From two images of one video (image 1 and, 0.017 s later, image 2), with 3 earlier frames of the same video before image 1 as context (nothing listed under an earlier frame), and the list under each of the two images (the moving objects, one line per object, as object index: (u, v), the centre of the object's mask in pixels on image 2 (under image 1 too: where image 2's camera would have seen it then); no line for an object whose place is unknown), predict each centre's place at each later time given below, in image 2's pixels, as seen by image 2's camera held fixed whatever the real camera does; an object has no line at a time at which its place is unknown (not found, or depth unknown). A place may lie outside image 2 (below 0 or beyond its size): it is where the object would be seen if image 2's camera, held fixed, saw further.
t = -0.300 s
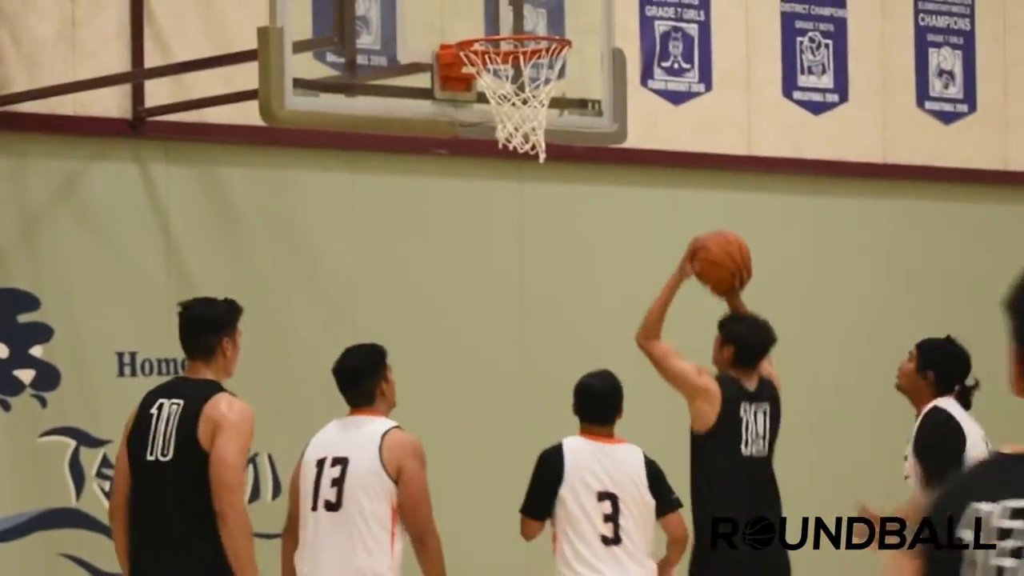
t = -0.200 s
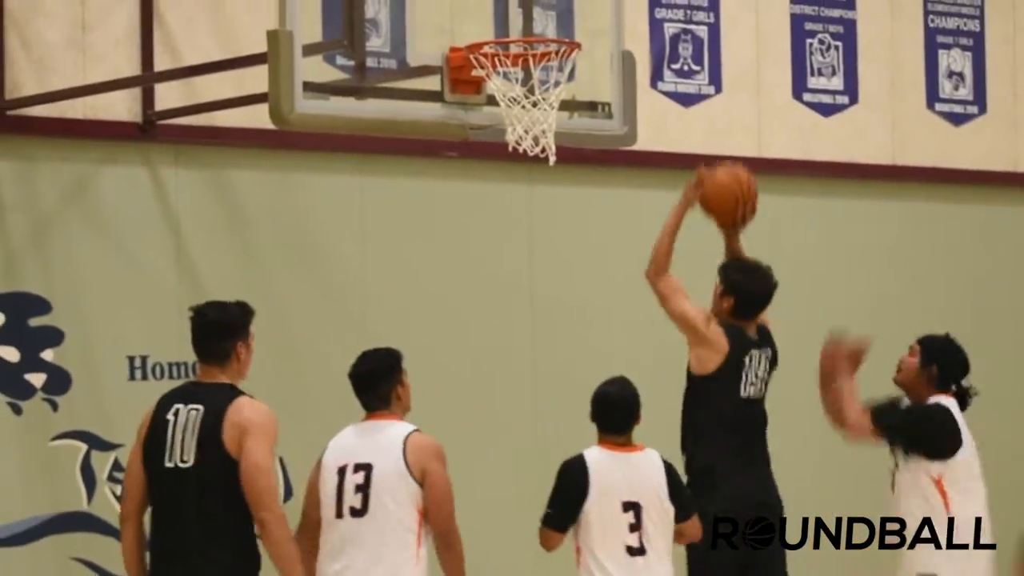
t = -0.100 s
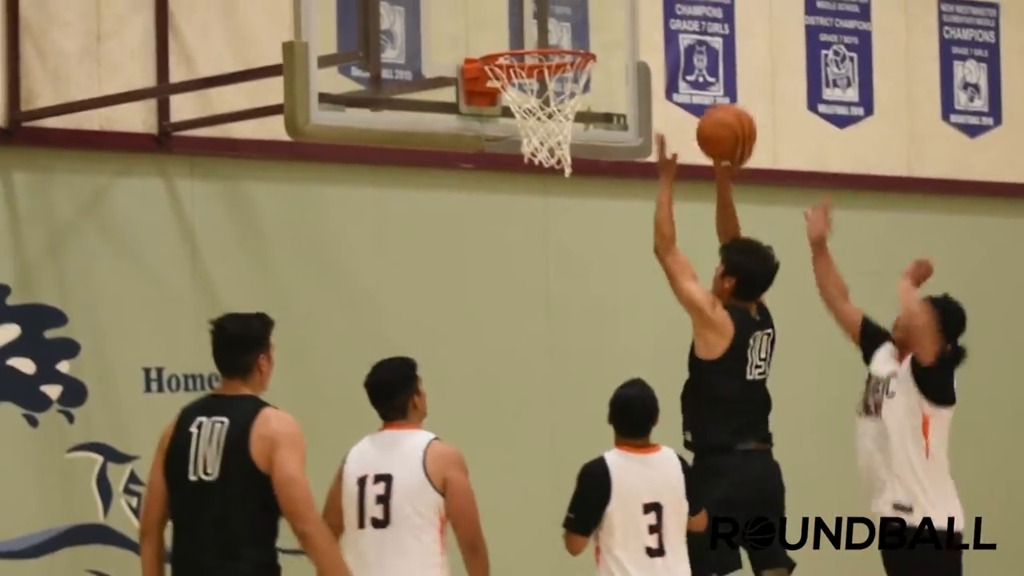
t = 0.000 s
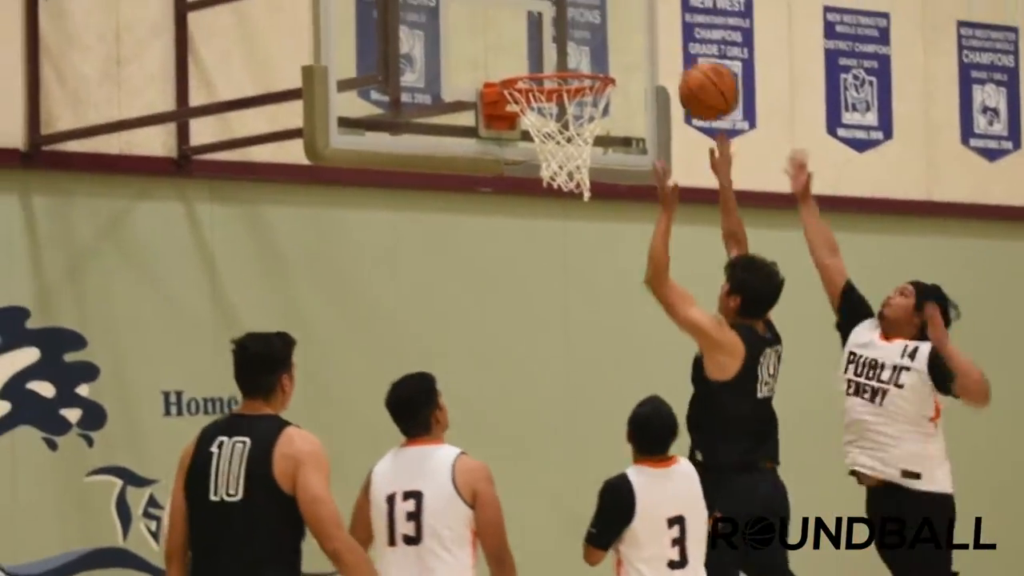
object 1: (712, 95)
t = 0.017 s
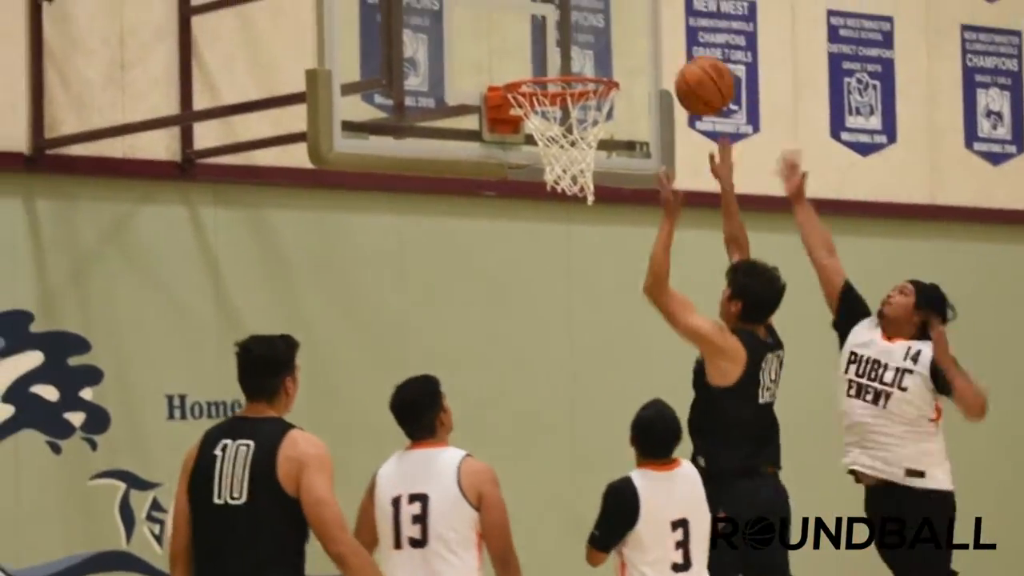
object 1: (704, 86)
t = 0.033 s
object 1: (697, 78)
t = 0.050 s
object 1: (689, 70)
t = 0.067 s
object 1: (682, 63)
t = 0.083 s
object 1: (675, 57)
